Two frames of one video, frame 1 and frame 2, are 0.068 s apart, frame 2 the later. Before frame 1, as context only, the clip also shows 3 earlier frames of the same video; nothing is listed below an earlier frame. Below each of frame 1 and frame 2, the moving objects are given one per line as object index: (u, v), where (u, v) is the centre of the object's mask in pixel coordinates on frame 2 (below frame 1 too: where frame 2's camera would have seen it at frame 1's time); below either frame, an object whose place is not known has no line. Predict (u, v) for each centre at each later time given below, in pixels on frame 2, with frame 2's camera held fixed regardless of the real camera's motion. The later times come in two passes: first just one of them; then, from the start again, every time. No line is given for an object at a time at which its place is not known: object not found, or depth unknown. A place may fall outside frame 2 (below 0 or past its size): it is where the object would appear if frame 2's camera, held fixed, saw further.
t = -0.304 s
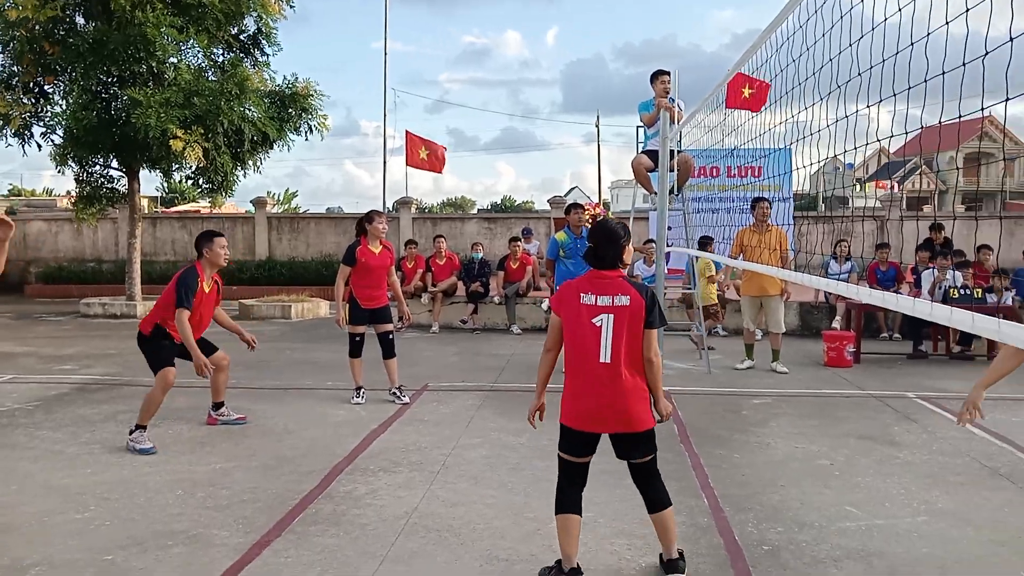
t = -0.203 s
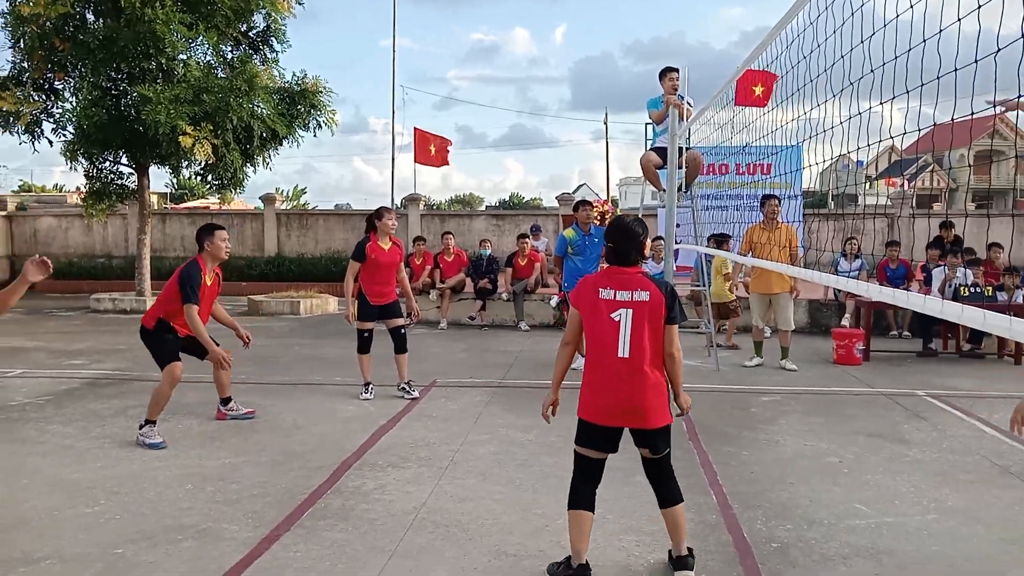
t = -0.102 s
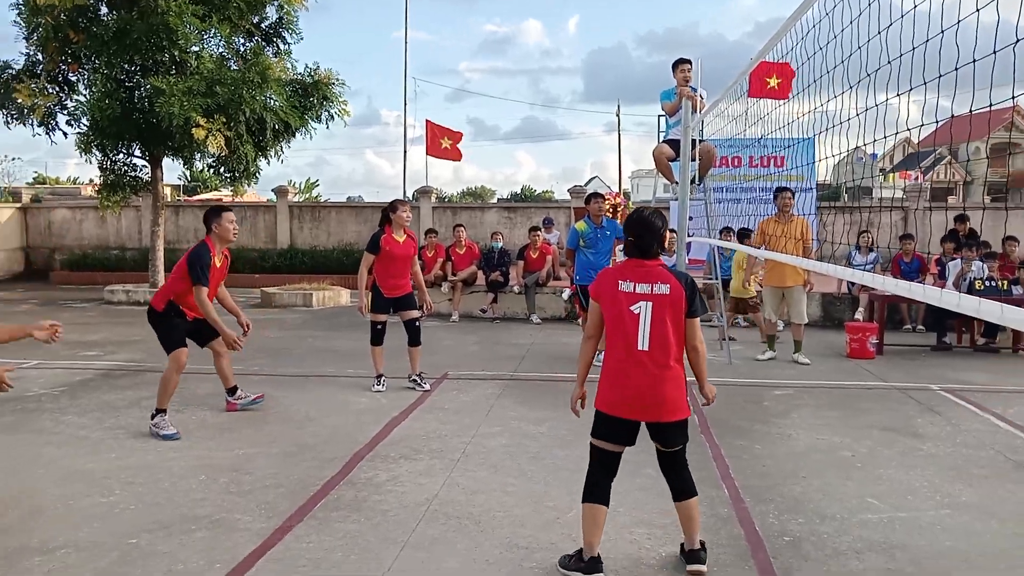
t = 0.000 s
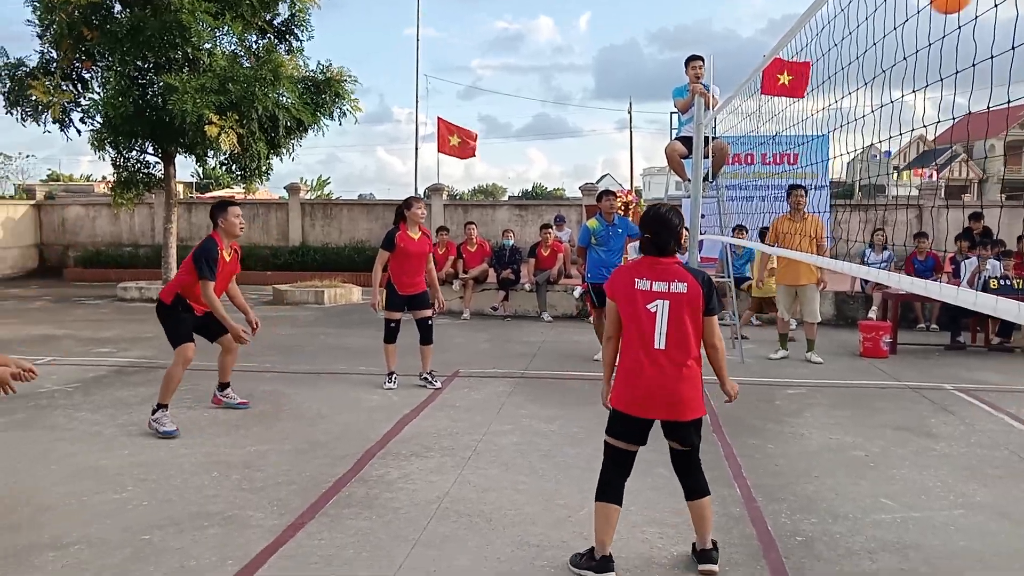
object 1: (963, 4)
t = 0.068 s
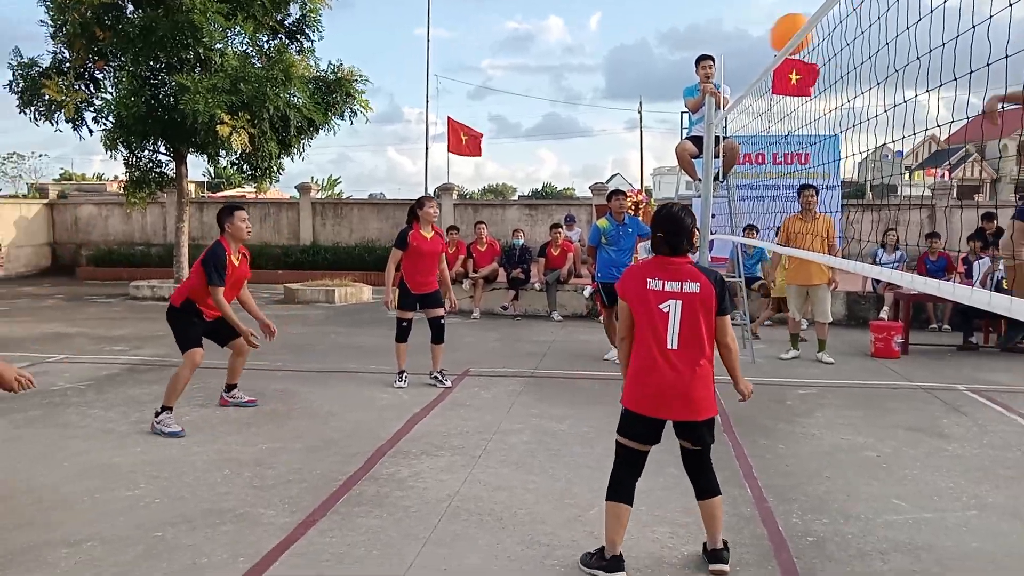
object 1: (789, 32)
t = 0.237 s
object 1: (435, 148)
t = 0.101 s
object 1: (710, 57)
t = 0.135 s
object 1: (635, 81)
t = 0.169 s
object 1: (564, 103)
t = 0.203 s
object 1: (498, 127)
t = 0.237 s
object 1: (435, 148)
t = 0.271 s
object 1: (374, 169)
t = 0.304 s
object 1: (316, 190)
